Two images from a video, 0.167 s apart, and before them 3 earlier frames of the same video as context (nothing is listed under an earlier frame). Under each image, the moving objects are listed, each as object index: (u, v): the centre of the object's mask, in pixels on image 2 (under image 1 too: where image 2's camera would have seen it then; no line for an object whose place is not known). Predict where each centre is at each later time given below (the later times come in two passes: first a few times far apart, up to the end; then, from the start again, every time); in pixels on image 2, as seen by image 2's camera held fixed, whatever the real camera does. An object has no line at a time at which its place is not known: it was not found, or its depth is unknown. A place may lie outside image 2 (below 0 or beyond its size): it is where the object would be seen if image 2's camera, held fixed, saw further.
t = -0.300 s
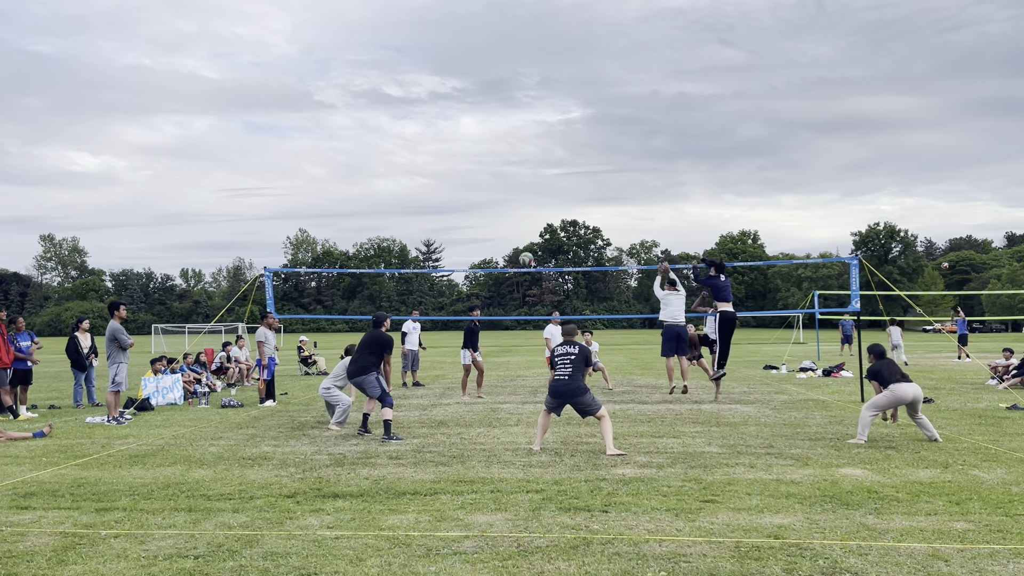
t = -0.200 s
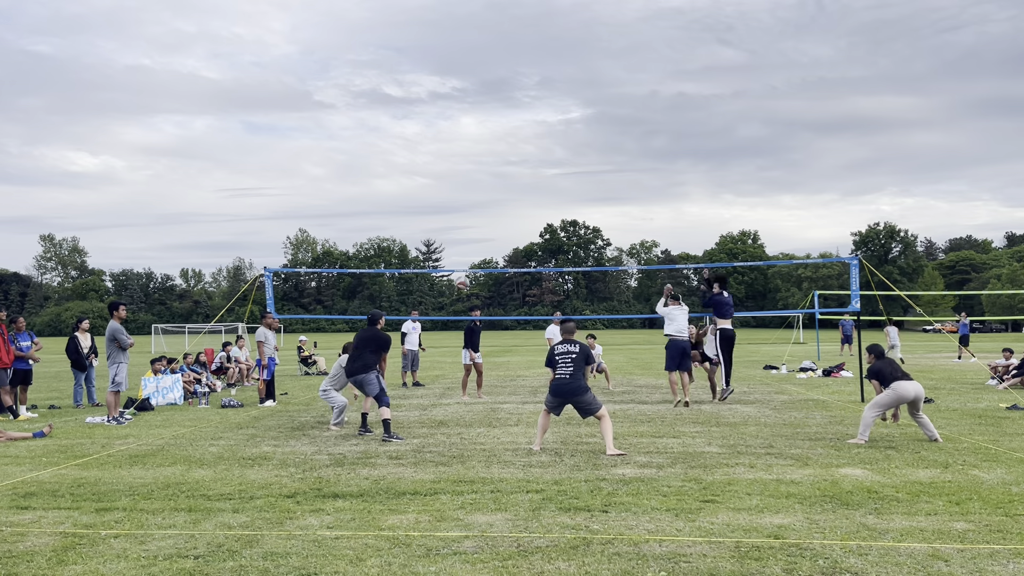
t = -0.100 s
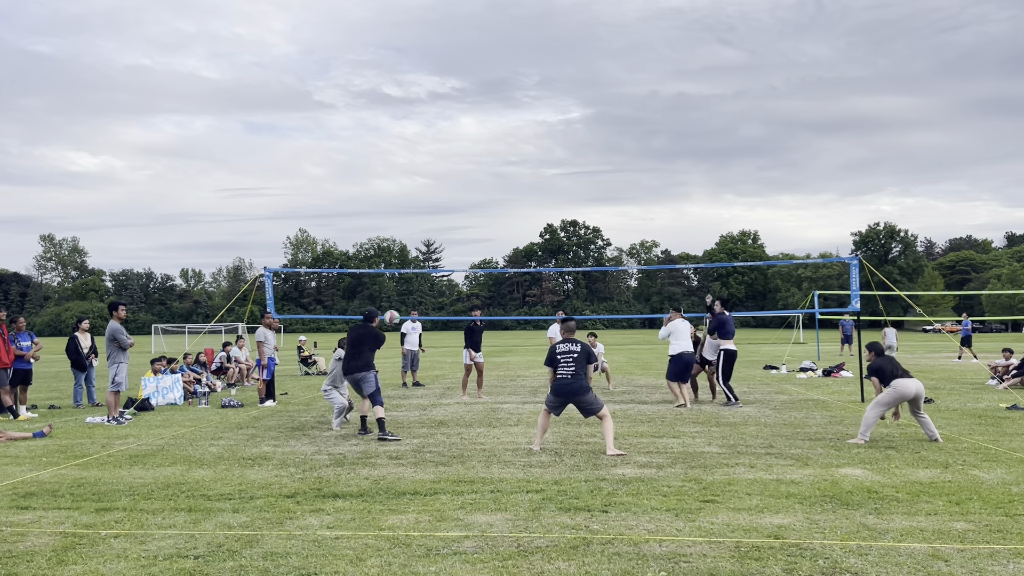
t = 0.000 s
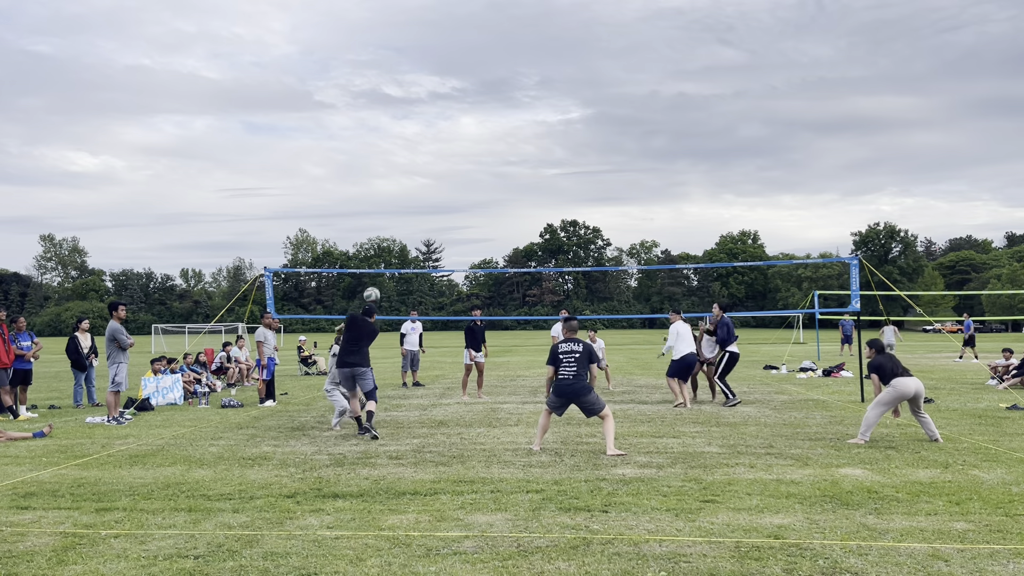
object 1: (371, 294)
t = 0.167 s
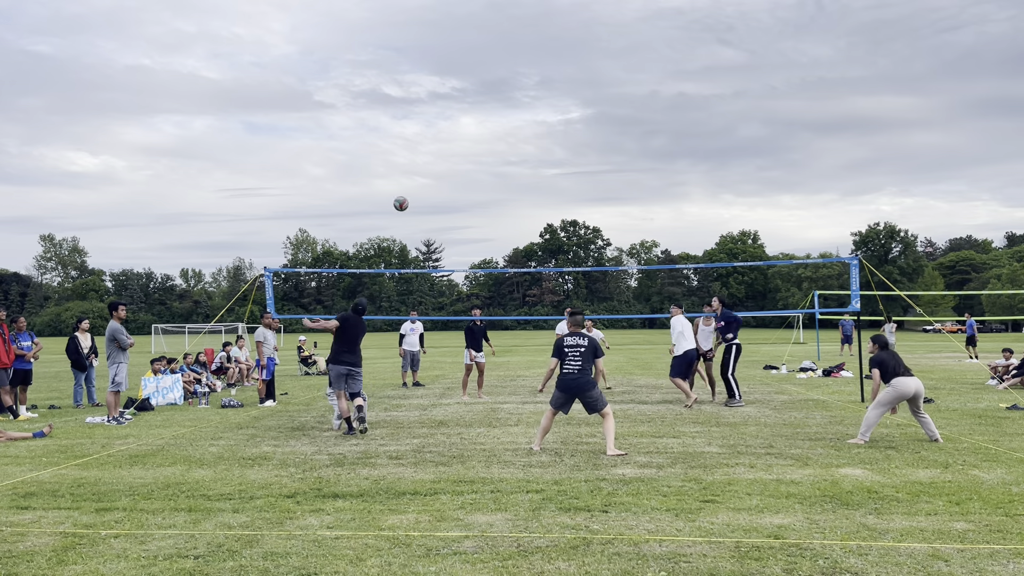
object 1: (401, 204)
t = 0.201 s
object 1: (406, 189)
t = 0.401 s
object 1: (437, 124)
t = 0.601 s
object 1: (465, 92)
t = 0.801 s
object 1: (490, 87)
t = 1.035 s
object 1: (516, 112)
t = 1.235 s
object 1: (537, 155)
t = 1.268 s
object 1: (540, 165)
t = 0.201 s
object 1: (406, 189)
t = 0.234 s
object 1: (412, 176)
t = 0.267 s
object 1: (417, 163)
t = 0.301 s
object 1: (422, 152)
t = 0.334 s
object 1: (427, 142)
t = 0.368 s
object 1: (432, 133)
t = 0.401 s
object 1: (437, 124)
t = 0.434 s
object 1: (442, 117)
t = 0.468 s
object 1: (447, 110)
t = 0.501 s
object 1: (451, 104)
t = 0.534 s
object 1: (456, 100)
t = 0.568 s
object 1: (460, 95)
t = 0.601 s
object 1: (465, 92)
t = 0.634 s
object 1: (469, 89)
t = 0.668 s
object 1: (473, 88)
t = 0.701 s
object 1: (477, 86)
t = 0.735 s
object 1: (482, 86)
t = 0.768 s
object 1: (486, 86)
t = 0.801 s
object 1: (490, 87)
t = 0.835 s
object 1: (494, 89)
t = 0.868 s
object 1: (498, 91)
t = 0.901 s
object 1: (502, 94)
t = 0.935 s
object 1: (505, 98)
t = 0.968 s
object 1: (509, 102)
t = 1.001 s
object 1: (513, 106)
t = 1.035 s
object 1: (516, 112)
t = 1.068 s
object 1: (520, 118)
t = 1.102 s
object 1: (523, 124)
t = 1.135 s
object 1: (527, 131)
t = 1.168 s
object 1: (530, 139)
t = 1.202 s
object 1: (534, 147)
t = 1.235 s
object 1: (537, 155)
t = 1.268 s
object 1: (540, 165)
